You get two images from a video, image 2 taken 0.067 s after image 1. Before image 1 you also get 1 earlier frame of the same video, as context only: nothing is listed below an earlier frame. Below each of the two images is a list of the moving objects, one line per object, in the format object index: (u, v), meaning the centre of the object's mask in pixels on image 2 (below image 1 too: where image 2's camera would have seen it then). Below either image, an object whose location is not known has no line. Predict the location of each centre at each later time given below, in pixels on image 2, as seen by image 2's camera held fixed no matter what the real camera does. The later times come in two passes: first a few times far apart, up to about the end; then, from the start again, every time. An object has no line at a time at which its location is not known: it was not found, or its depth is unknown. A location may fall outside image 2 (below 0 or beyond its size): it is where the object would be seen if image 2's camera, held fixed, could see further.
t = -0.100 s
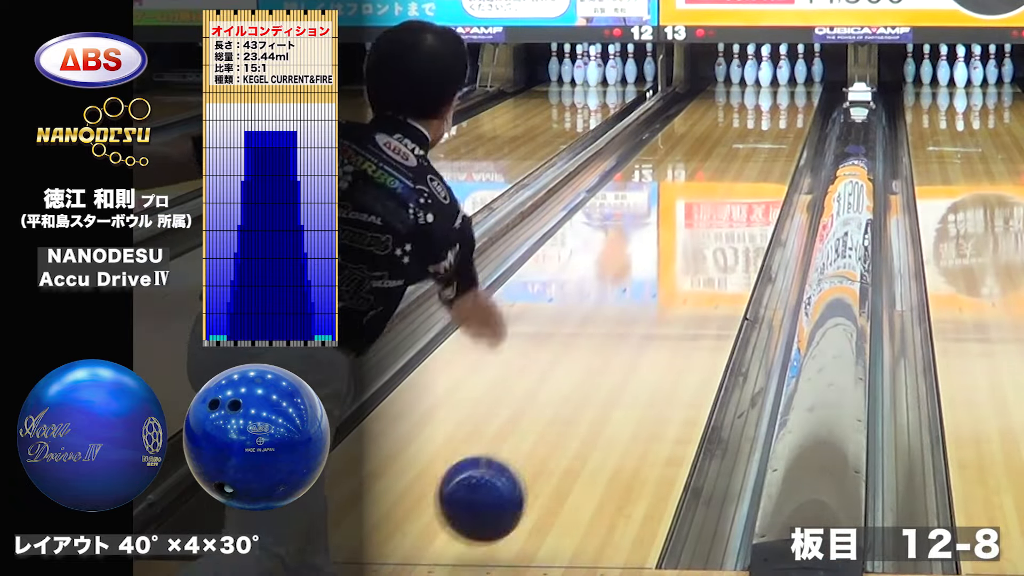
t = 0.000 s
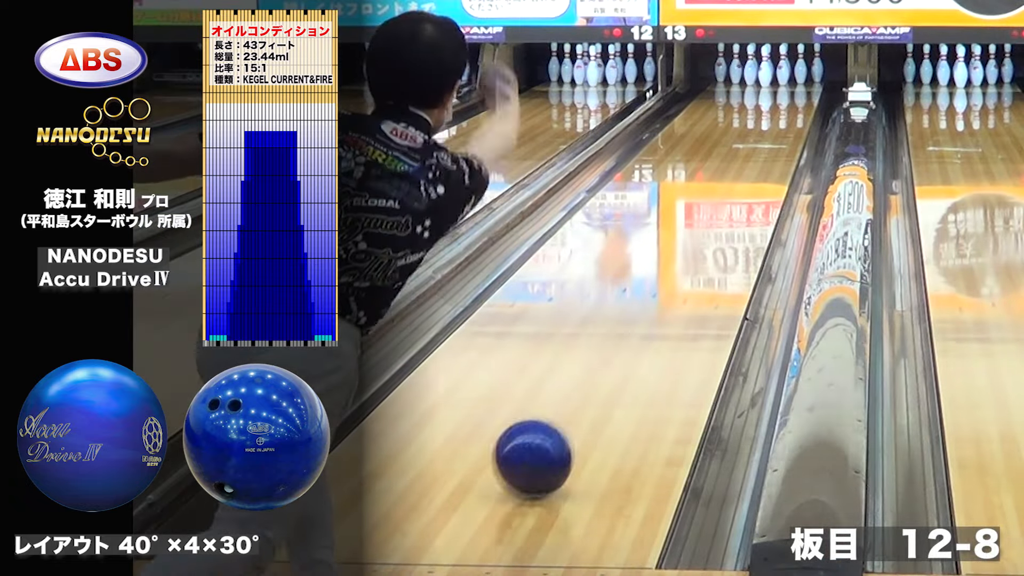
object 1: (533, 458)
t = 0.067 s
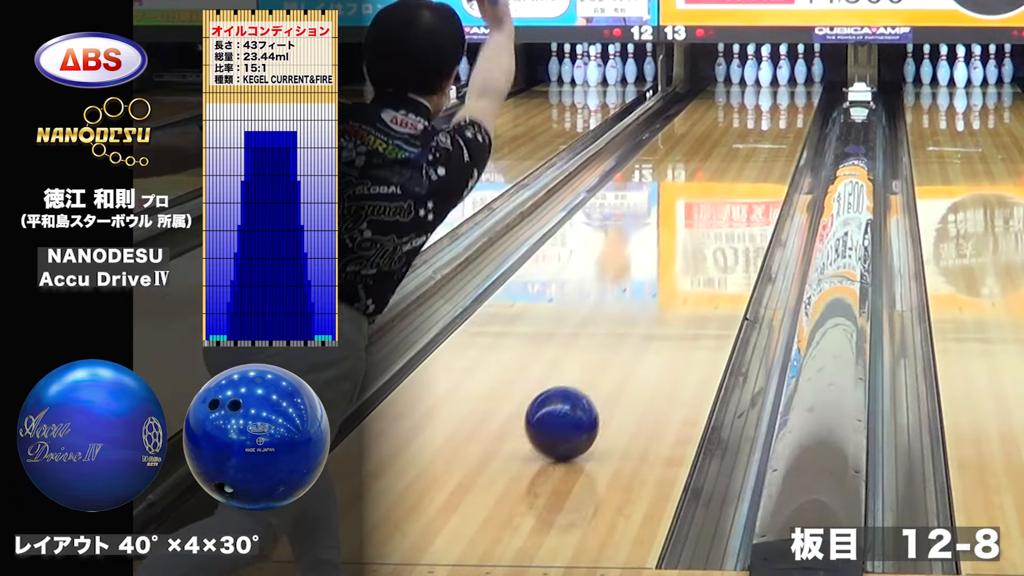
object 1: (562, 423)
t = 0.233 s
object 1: (619, 350)
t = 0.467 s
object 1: (674, 278)
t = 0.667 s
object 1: (707, 233)
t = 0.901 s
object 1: (734, 194)
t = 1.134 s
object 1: (754, 164)
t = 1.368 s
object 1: (767, 140)
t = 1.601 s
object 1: (776, 120)
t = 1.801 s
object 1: (779, 108)
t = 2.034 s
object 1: (780, 94)
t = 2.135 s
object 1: (778, 89)
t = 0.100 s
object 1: (575, 407)
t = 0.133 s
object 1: (587, 391)
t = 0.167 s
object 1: (598, 377)
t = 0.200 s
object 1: (608, 363)
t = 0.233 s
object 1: (619, 350)
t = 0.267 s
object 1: (628, 338)
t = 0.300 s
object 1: (637, 327)
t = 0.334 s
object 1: (645, 316)
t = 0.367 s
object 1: (653, 306)
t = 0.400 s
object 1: (660, 296)
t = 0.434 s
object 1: (667, 287)
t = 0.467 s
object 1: (674, 278)
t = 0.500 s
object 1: (680, 270)
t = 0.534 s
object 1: (686, 262)
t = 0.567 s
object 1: (692, 254)
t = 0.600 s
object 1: (697, 247)
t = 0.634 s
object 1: (702, 240)
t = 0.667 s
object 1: (707, 233)
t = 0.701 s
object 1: (711, 227)
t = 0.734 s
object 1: (716, 221)
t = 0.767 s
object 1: (720, 215)
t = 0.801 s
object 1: (724, 209)
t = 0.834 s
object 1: (728, 204)
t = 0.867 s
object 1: (731, 199)
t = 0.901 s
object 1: (734, 194)
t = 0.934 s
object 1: (738, 189)
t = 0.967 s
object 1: (741, 184)
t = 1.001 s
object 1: (744, 180)
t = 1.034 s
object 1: (747, 175)
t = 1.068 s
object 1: (749, 171)
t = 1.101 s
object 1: (752, 167)
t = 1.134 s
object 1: (754, 164)
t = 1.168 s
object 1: (756, 160)
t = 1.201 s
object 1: (759, 156)
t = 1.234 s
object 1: (760, 153)
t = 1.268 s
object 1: (762, 149)
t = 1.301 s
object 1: (764, 146)
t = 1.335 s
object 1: (766, 143)
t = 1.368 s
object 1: (767, 140)
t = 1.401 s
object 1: (769, 137)
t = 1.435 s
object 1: (771, 134)
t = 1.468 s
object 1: (772, 131)
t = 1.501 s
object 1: (773, 128)
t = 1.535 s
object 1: (774, 125)
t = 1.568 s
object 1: (775, 123)
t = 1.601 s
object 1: (776, 120)
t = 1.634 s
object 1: (777, 118)
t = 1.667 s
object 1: (778, 116)
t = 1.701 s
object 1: (778, 114)
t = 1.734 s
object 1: (779, 111)
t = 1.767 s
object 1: (779, 110)
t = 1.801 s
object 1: (779, 108)
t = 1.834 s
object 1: (779, 106)
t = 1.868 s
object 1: (779, 104)
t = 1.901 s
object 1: (780, 102)
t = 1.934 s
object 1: (779, 100)
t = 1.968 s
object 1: (779, 98)
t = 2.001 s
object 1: (780, 95)
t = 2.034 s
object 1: (780, 94)
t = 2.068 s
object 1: (779, 92)
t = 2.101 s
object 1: (779, 90)
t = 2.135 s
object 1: (778, 89)
